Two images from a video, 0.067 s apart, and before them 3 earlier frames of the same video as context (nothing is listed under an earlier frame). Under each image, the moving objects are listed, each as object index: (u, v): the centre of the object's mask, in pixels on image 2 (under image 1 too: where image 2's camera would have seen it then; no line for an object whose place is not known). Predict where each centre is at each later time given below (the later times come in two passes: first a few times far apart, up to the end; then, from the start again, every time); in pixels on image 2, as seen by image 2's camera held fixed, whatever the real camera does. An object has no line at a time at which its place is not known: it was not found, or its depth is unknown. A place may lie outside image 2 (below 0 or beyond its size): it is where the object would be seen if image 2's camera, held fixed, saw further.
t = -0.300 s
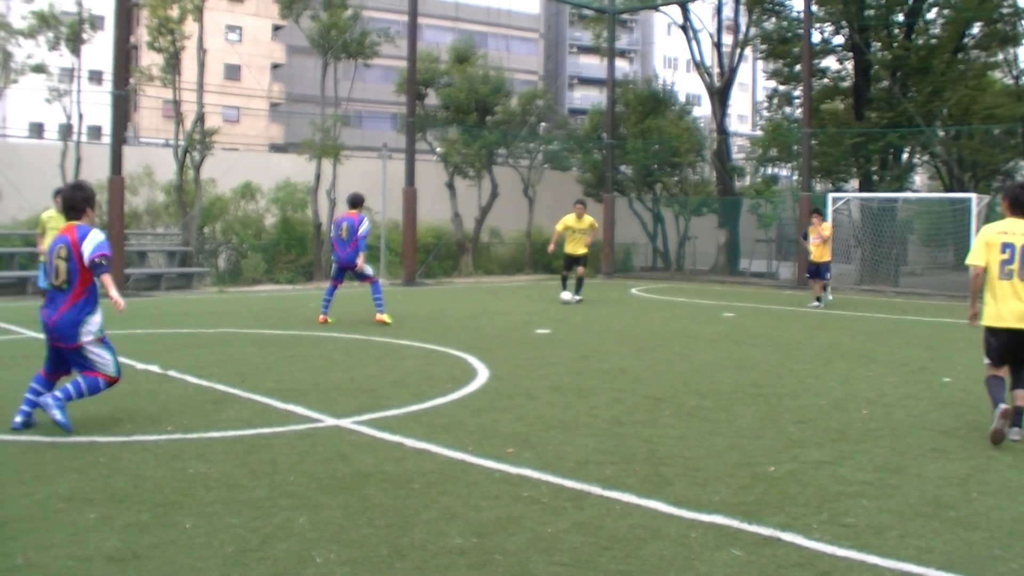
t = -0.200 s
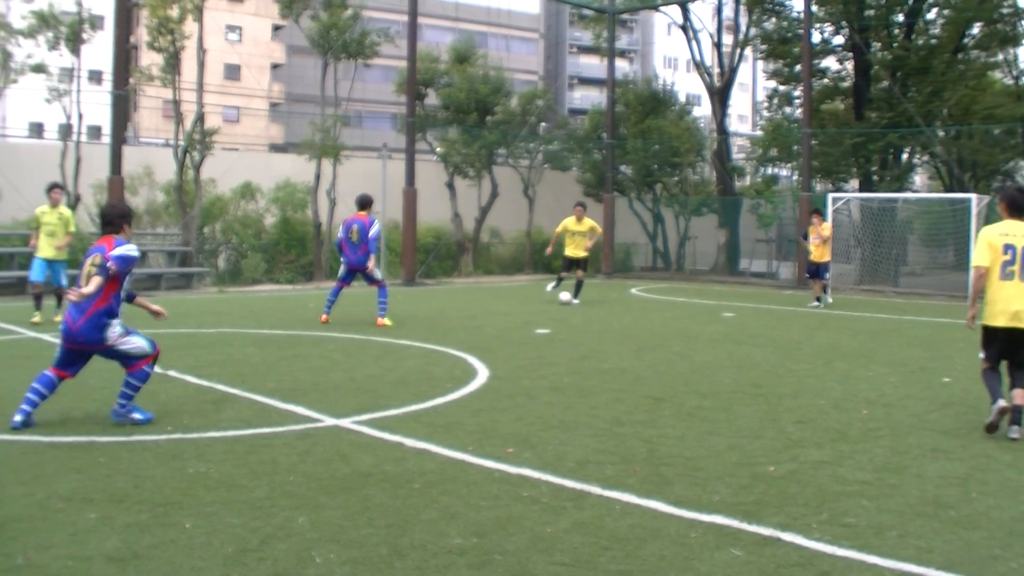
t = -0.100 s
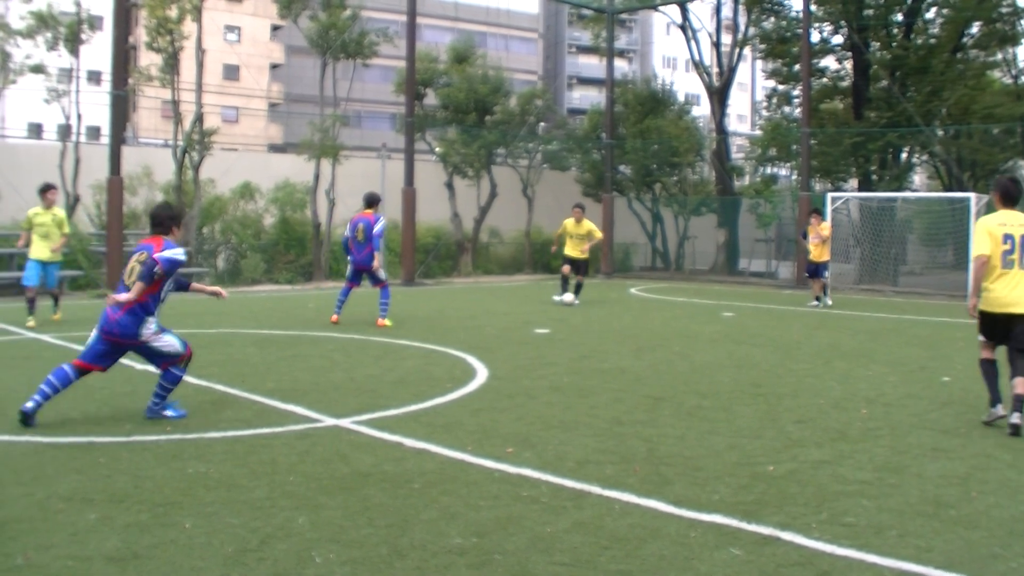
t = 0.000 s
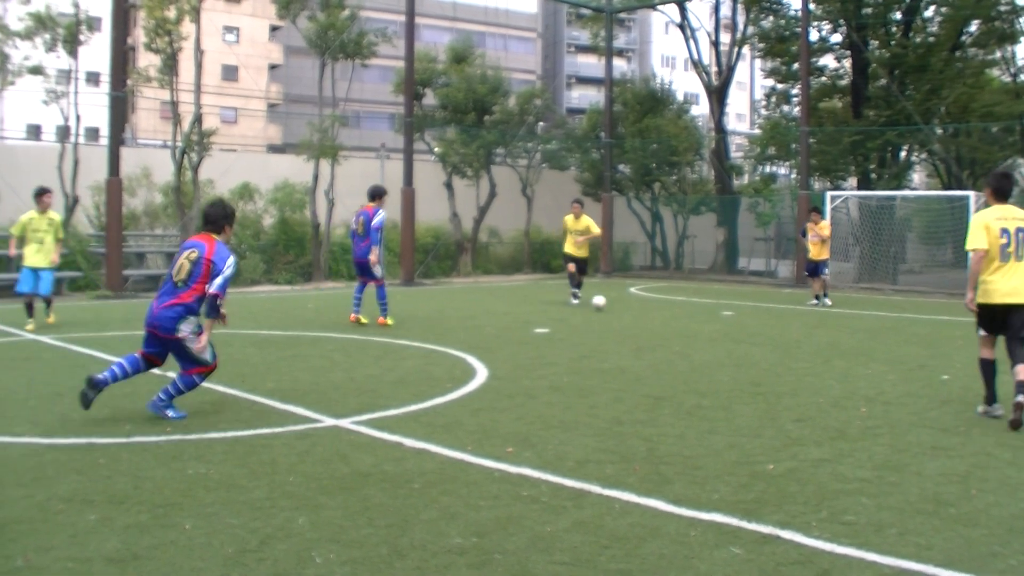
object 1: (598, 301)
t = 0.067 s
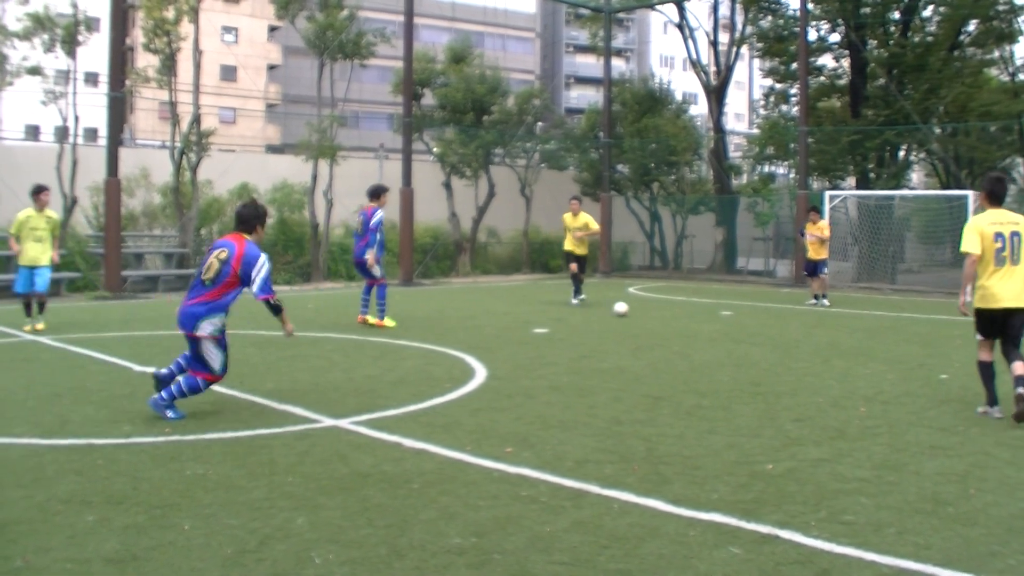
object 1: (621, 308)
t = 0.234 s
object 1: (679, 319)
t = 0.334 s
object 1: (715, 324)
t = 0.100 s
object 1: (631, 309)
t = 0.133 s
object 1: (642, 310)
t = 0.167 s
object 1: (654, 312)
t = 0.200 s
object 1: (666, 316)
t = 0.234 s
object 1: (679, 319)
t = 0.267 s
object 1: (690, 320)
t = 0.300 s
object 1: (702, 321)
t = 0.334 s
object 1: (715, 324)
